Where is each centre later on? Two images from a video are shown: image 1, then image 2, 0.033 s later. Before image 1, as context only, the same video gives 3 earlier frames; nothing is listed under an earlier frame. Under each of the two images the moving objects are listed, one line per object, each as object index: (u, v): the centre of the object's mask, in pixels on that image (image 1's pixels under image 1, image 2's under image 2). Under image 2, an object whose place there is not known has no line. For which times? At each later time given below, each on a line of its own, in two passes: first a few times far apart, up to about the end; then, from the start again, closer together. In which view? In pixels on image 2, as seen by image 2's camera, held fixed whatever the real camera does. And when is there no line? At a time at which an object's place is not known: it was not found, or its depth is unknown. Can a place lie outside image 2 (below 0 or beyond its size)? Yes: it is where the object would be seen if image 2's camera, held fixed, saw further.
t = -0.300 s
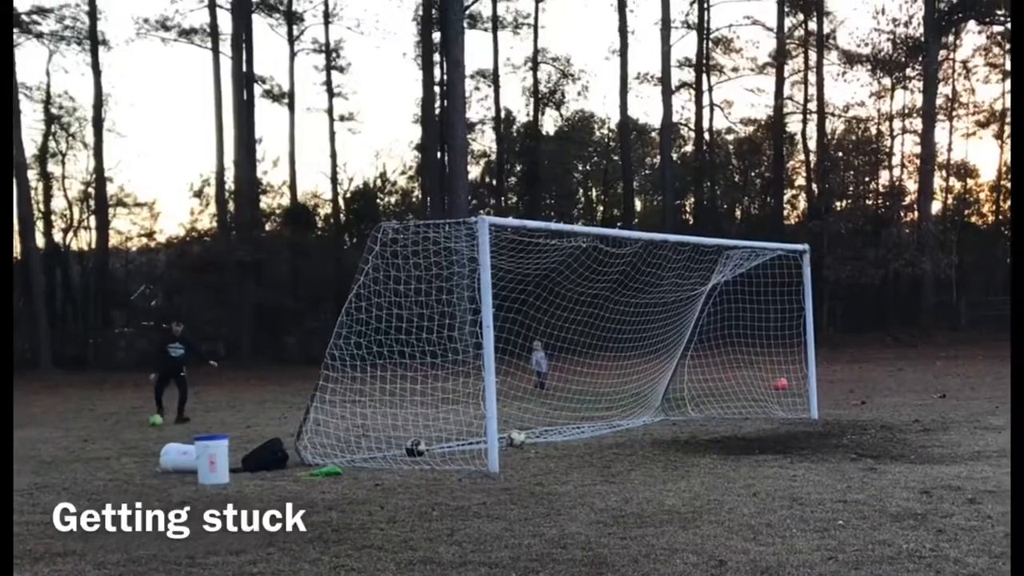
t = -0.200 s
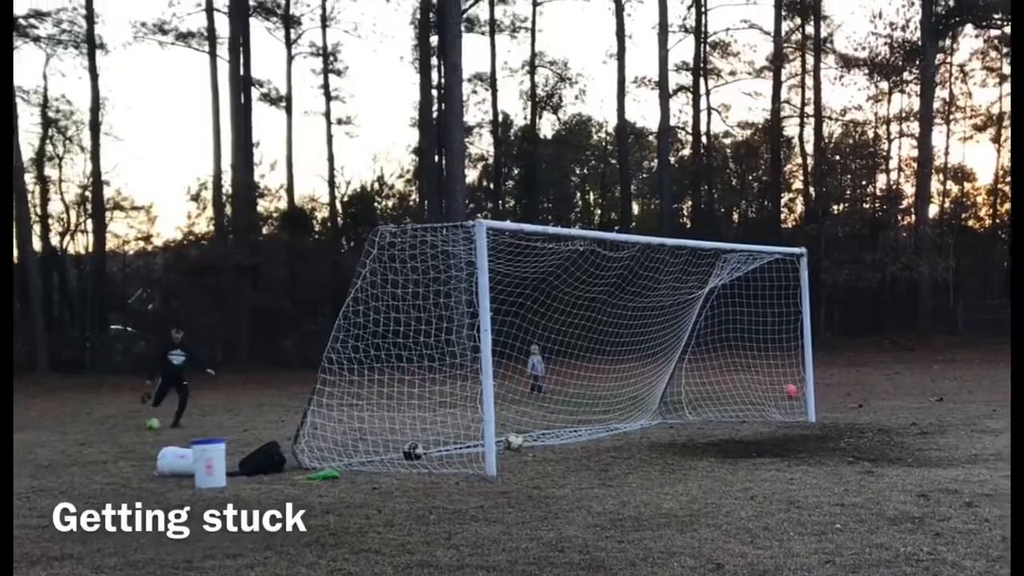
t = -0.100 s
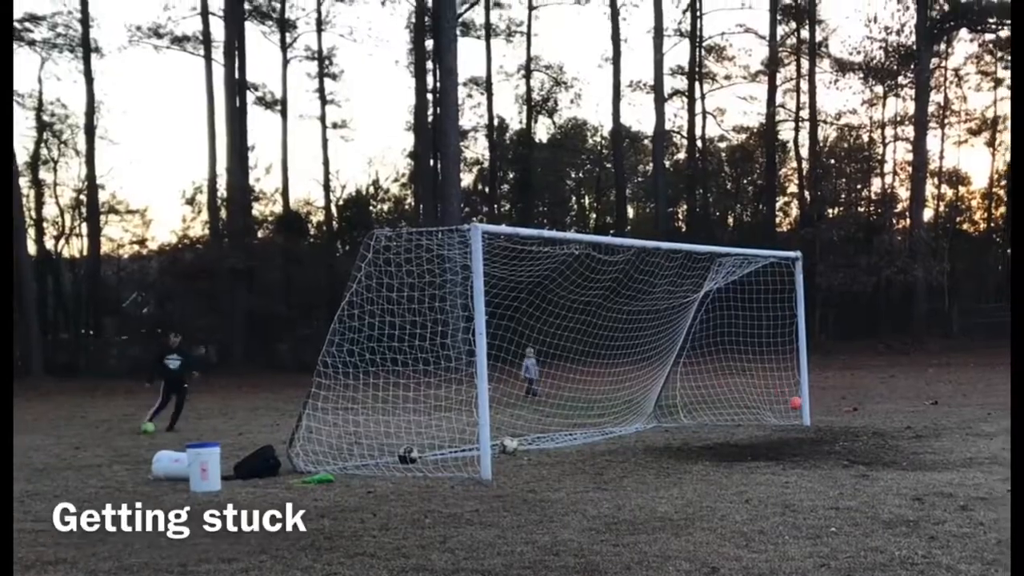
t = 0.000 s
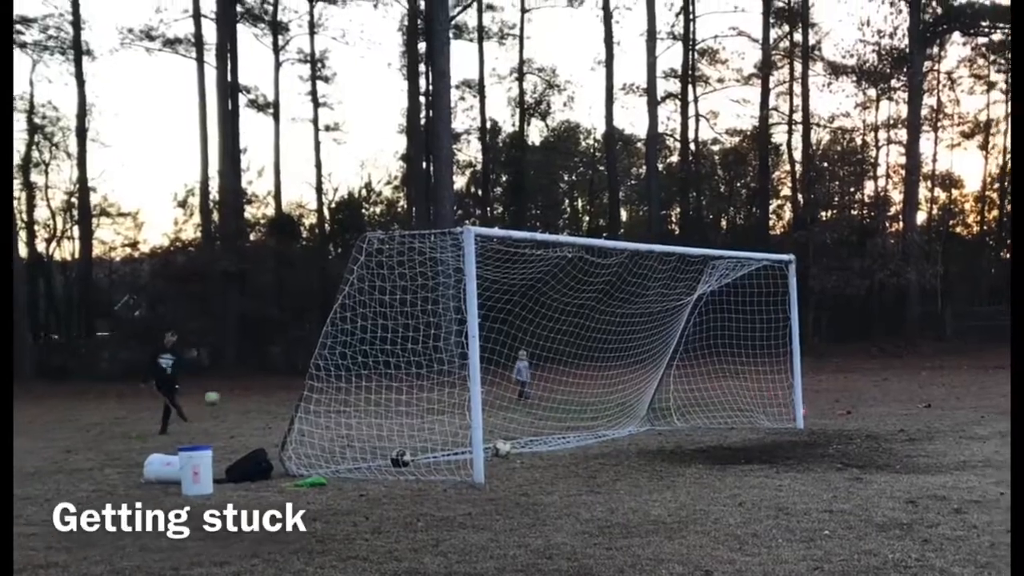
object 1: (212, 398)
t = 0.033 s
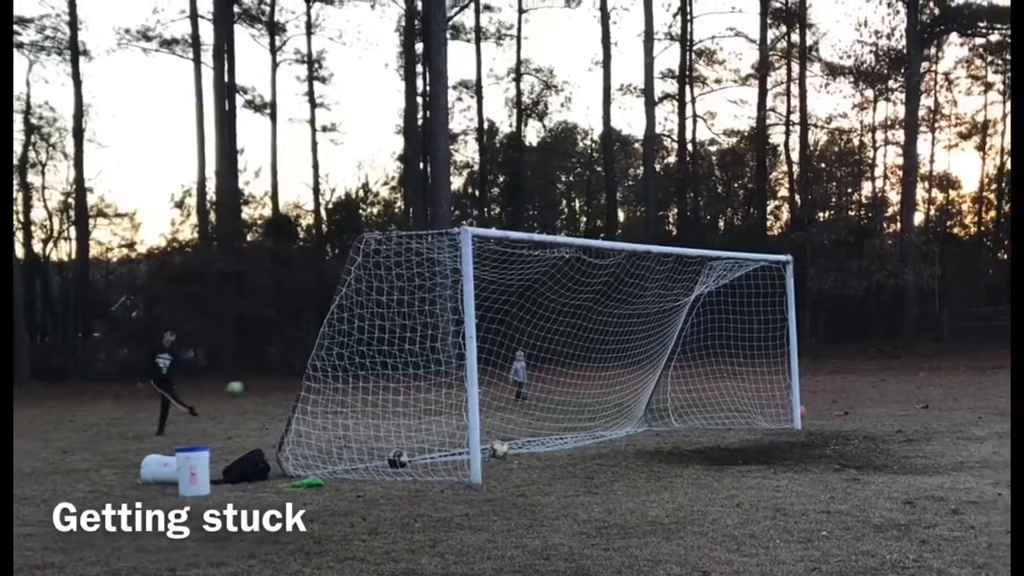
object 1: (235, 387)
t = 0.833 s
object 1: (674, 231)
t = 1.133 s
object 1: (650, 242)
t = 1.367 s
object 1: (652, 238)
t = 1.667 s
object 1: (651, 238)
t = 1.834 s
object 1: (651, 238)
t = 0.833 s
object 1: (674, 231)
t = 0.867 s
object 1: (670, 230)
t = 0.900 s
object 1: (665, 229)
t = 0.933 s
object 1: (658, 231)
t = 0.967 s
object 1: (653, 236)
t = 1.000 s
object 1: (650, 239)
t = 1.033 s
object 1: (650, 242)
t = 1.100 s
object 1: (651, 243)
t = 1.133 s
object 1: (650, 242)
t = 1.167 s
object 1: (650, 241)
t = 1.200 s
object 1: (650, 240)
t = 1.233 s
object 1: (652, 240)
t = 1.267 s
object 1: (651, 239)
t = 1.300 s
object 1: (651, 239)
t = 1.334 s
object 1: (651, 239)
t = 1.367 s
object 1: (652, 238)
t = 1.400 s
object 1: (651, 238)
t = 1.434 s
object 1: (651, 238)
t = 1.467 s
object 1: (651, 238)
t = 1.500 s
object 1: (651, 238)
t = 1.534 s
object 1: (652, 238)
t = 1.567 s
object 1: (651, 238)
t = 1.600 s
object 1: (651, 238)
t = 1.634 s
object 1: (651, 238)
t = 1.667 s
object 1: (651, 238)
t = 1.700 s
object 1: (651, 238)
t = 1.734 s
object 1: (651, 238)
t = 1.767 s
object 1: (651, 238)
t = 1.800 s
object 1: (651, 238)
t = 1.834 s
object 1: (651, 238)
